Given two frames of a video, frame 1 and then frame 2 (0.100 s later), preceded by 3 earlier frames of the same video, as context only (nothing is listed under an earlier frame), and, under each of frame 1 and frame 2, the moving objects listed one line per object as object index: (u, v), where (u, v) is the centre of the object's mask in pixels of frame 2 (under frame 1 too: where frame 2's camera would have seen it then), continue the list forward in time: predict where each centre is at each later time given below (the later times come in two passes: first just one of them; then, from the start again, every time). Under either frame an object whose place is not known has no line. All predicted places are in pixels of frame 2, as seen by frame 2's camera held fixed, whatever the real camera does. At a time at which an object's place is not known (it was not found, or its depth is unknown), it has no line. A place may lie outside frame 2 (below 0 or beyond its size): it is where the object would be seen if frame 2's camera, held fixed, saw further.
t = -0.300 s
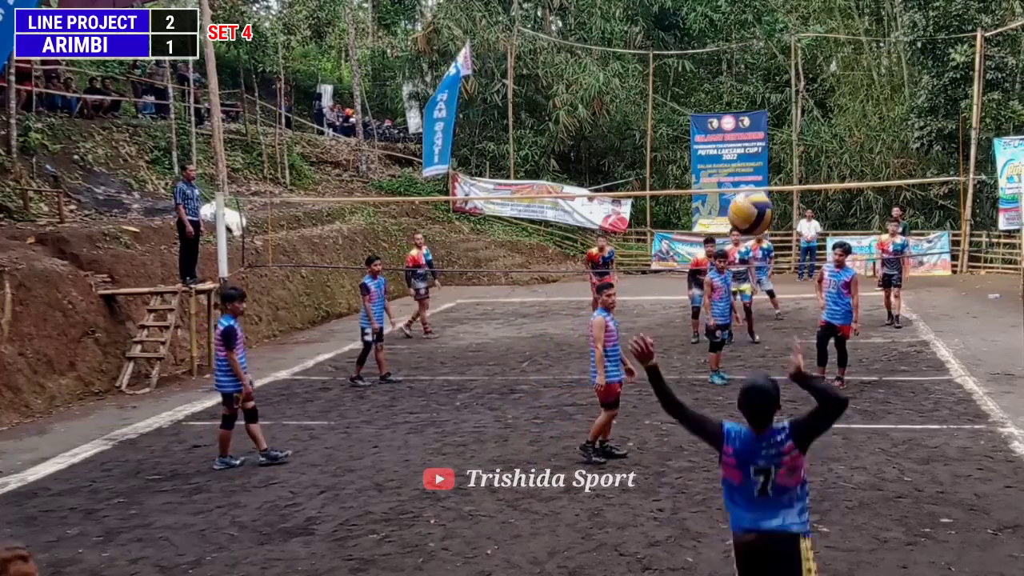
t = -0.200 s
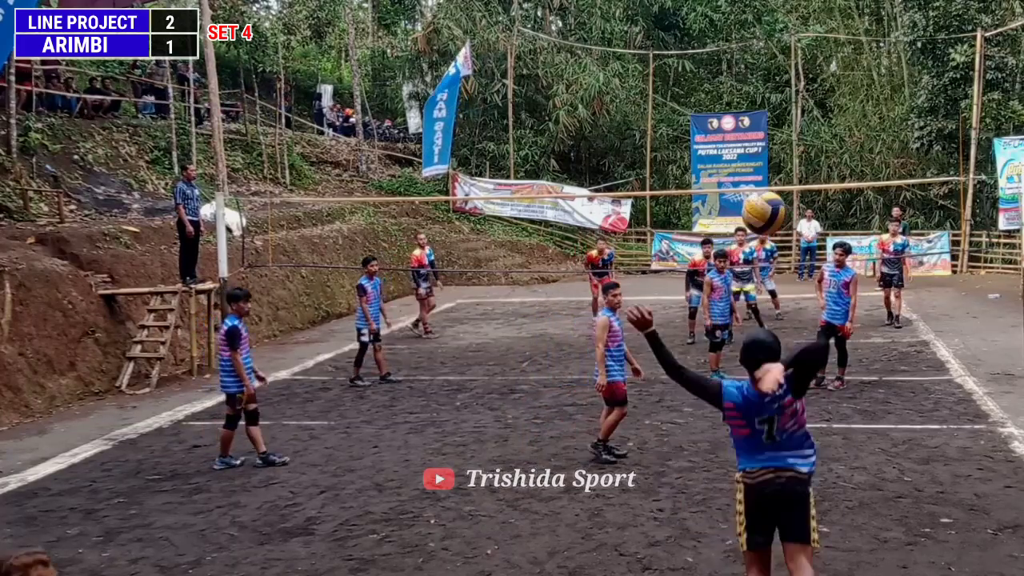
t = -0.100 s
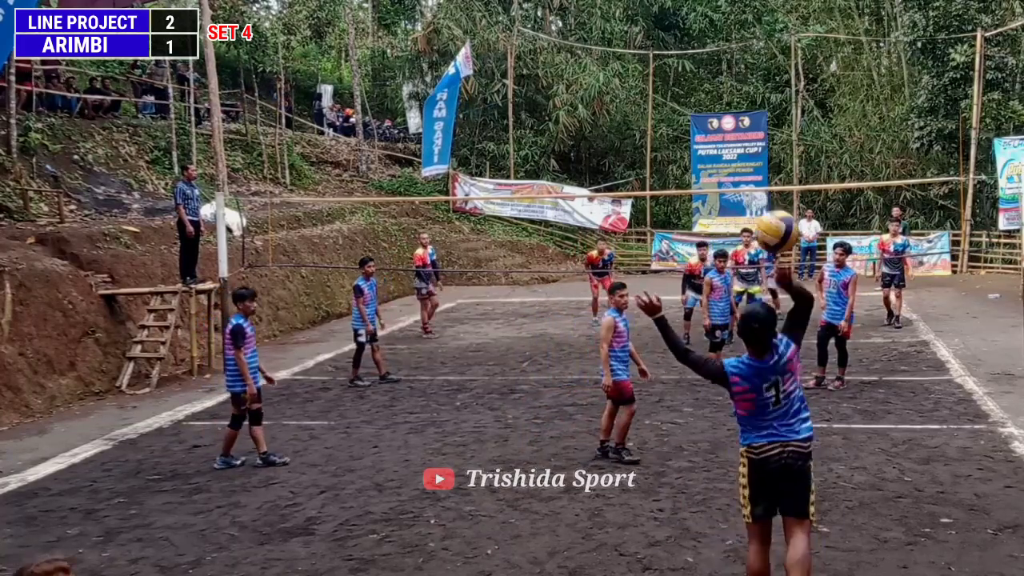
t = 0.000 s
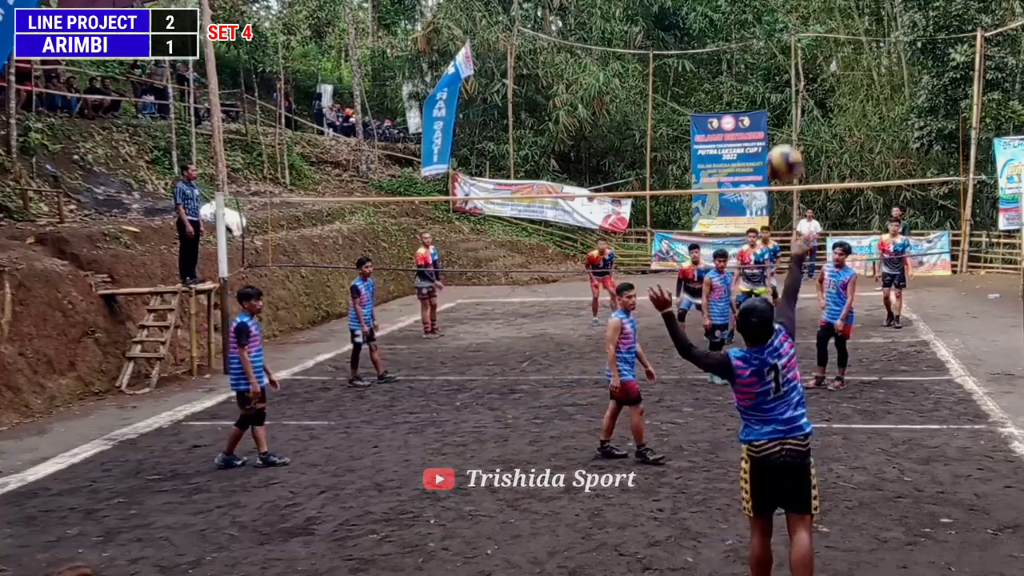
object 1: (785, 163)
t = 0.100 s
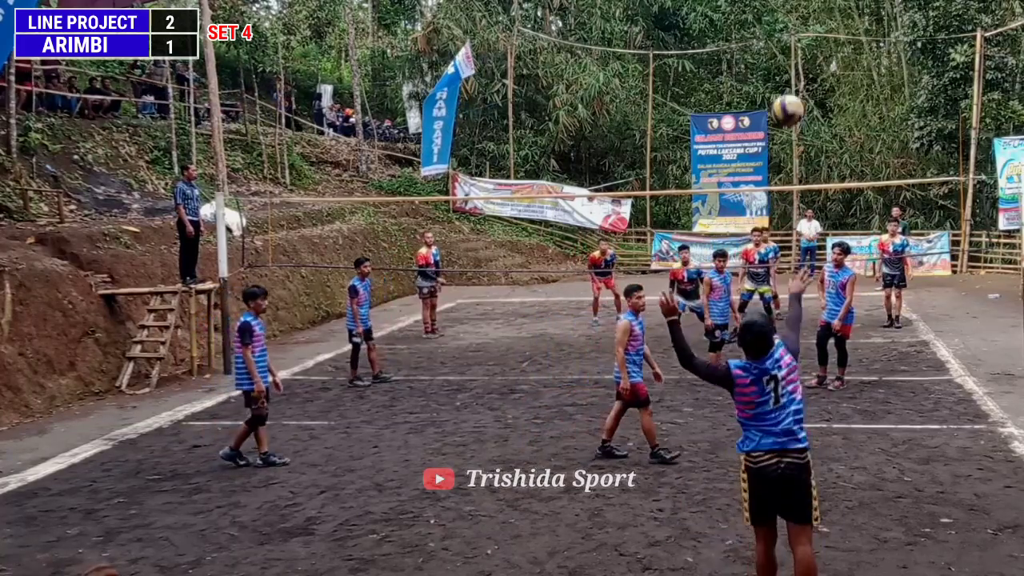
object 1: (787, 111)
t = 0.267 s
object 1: (791, 77)
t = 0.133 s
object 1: (788, 100)
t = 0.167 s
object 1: (789, 91)
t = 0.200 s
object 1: (790, 84)
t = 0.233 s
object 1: (790, 80)
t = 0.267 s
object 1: (791, 77)
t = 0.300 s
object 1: (791, 77)
